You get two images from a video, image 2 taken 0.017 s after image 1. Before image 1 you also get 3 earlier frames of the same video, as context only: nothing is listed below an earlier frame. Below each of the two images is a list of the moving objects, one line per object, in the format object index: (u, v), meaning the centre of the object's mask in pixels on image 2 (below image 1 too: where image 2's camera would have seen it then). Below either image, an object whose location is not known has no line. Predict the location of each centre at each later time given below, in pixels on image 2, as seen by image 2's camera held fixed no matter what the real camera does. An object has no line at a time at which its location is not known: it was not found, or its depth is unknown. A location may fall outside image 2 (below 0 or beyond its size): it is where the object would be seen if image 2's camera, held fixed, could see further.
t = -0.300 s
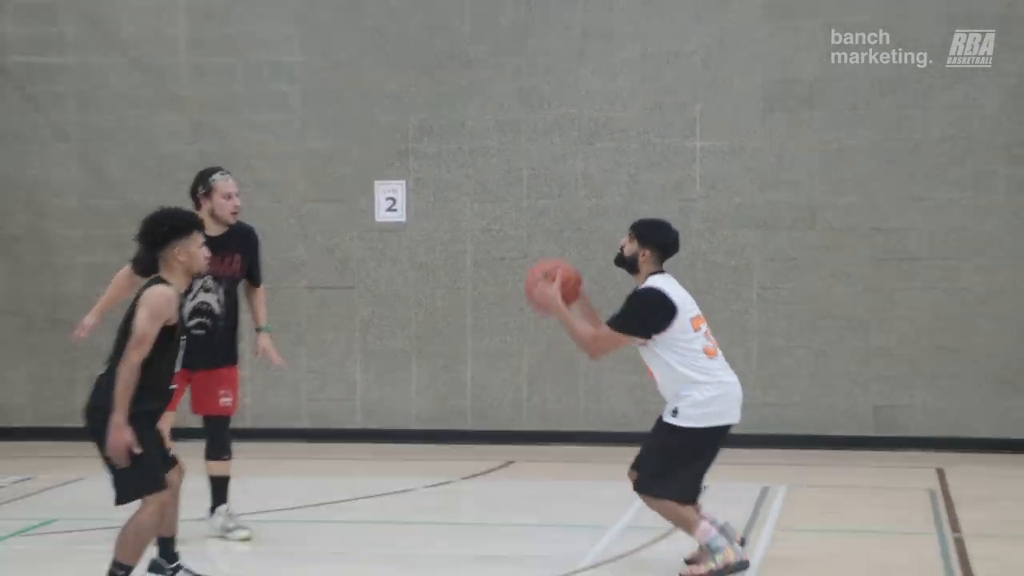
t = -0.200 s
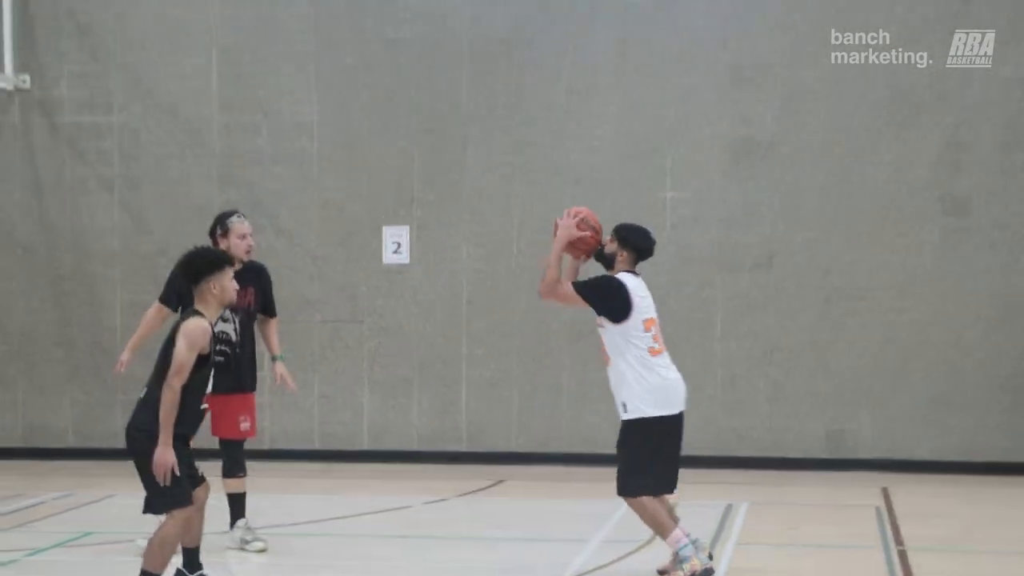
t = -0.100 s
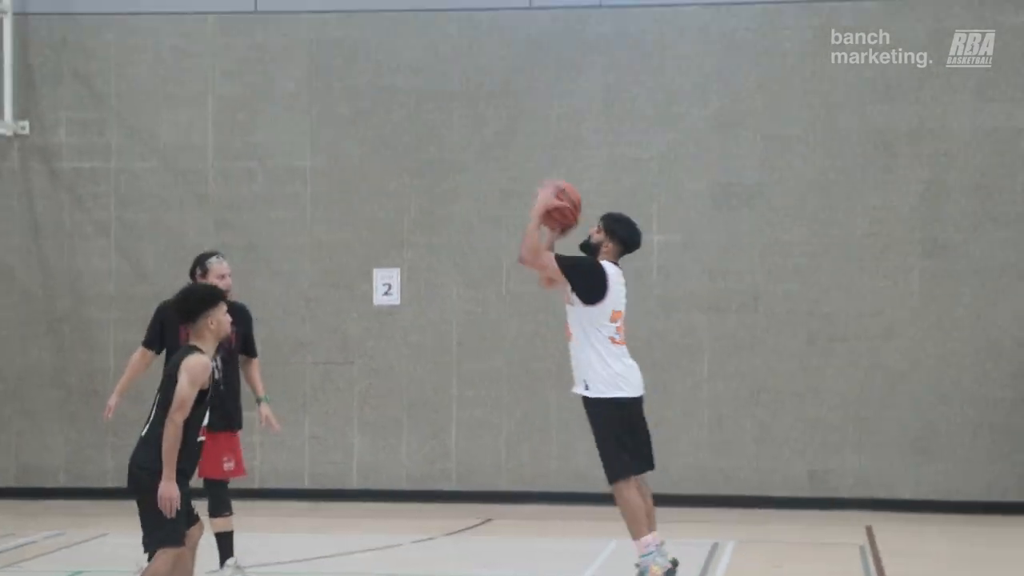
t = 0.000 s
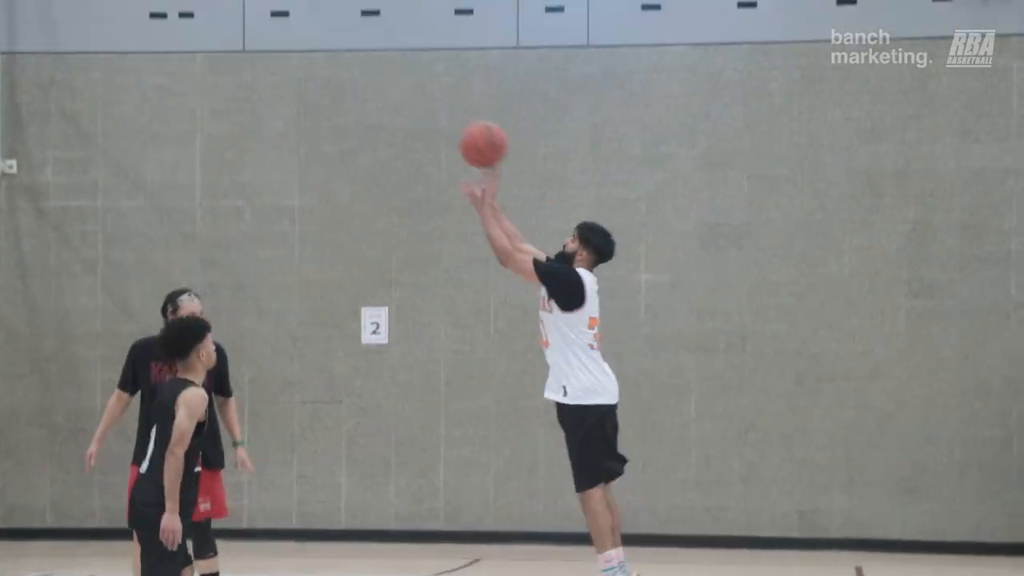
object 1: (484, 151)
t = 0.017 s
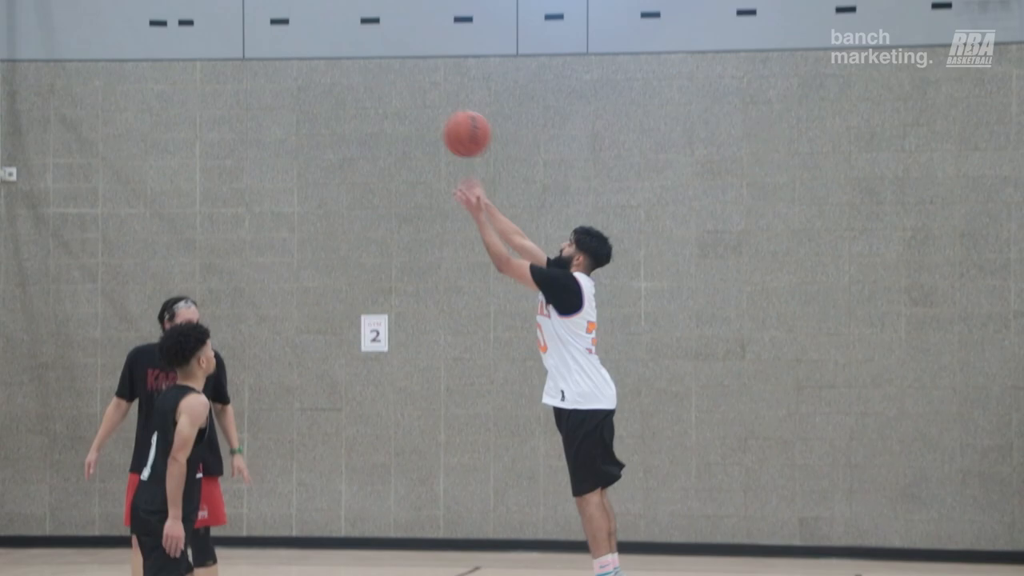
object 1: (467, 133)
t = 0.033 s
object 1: (451, 115)
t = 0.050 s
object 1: (436, 98)
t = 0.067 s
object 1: (420, 82)
